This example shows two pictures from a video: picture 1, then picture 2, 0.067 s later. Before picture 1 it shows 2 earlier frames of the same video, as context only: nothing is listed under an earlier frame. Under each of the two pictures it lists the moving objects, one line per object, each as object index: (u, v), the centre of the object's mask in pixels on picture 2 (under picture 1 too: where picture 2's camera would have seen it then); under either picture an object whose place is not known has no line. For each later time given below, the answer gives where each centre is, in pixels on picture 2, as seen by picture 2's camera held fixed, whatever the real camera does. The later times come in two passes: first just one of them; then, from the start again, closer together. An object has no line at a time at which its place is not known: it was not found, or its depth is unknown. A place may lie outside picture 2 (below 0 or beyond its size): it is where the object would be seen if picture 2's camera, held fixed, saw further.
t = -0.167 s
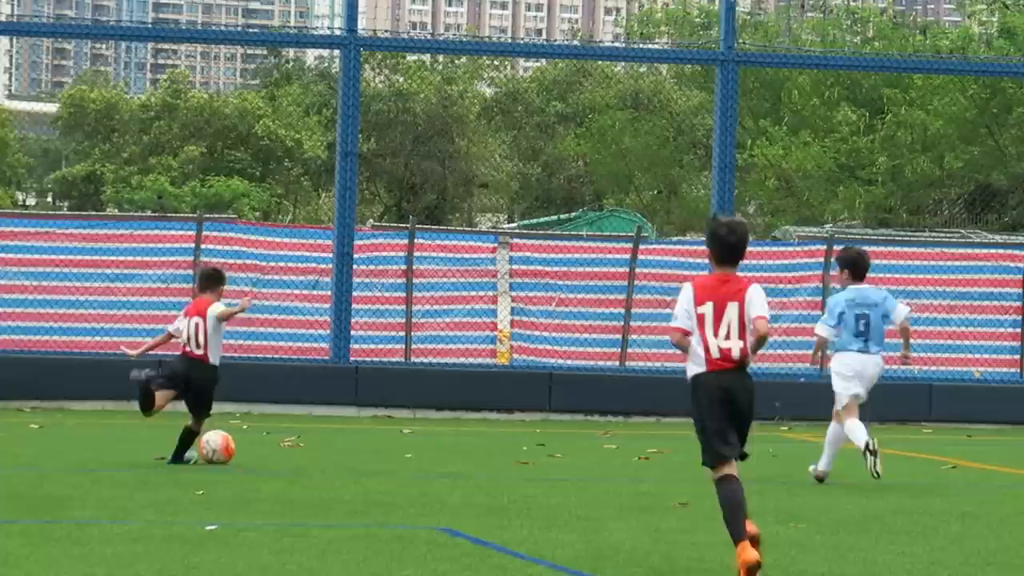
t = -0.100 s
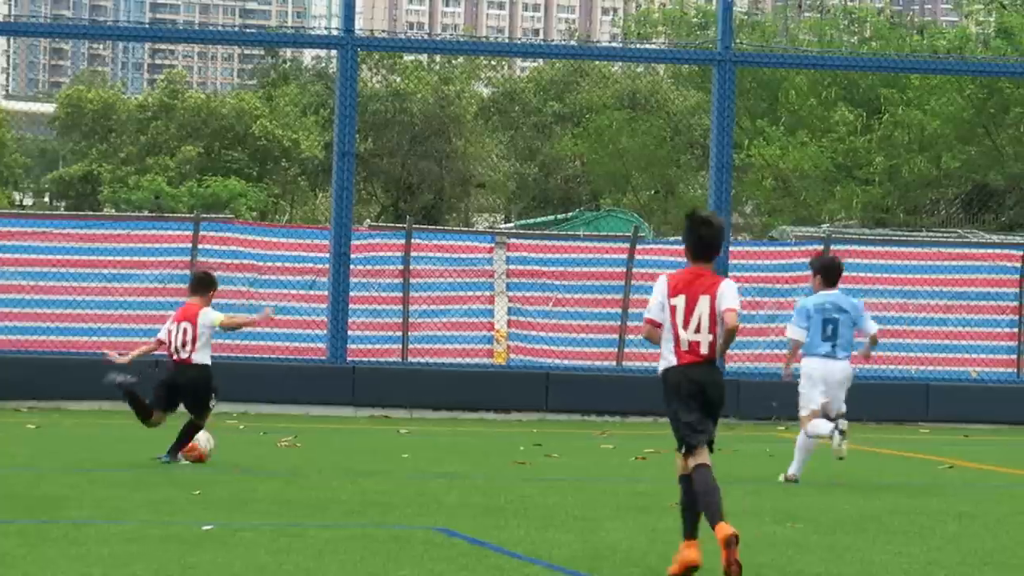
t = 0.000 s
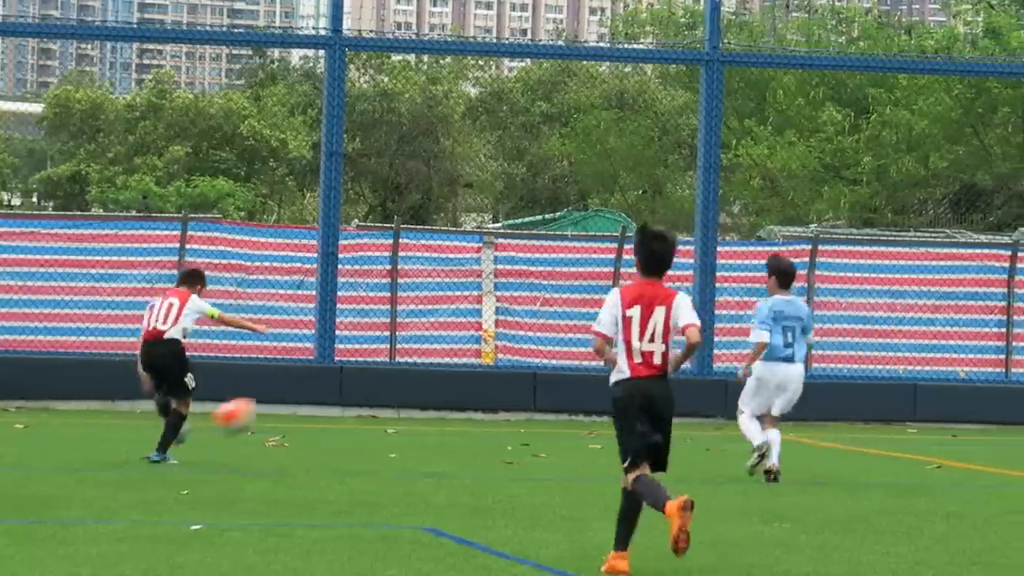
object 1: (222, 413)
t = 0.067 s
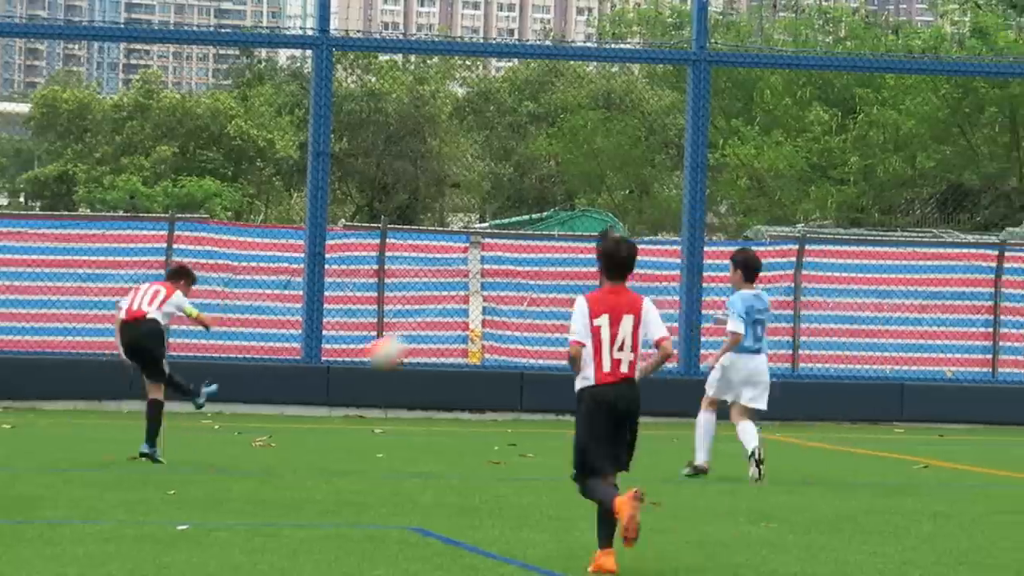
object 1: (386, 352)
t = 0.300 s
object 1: (926, 190)
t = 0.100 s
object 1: (466, 322)
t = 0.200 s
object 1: (700, 244)
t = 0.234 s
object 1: (775, 228)
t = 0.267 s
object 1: (851, 208)
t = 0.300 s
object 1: (926, 190)
